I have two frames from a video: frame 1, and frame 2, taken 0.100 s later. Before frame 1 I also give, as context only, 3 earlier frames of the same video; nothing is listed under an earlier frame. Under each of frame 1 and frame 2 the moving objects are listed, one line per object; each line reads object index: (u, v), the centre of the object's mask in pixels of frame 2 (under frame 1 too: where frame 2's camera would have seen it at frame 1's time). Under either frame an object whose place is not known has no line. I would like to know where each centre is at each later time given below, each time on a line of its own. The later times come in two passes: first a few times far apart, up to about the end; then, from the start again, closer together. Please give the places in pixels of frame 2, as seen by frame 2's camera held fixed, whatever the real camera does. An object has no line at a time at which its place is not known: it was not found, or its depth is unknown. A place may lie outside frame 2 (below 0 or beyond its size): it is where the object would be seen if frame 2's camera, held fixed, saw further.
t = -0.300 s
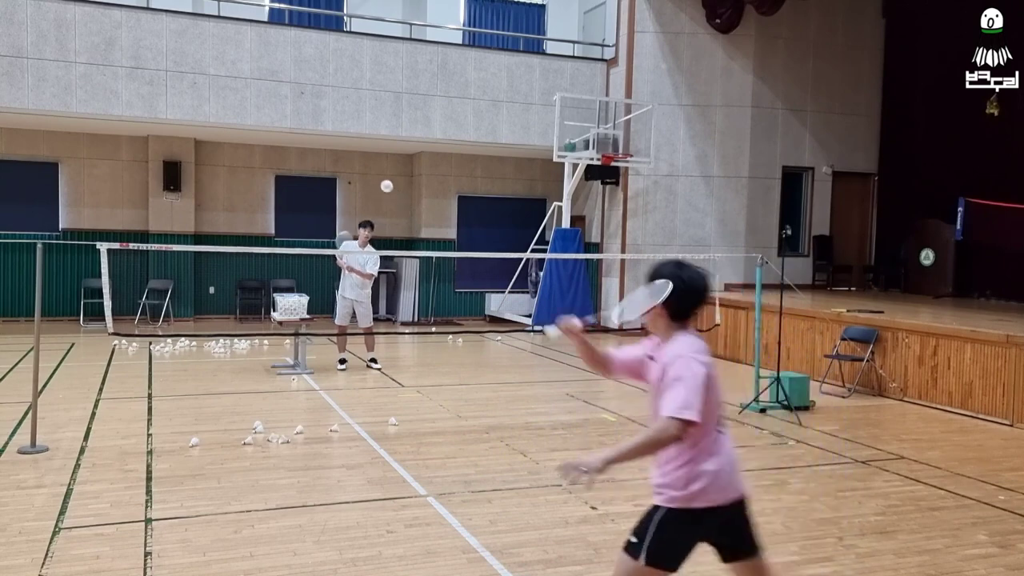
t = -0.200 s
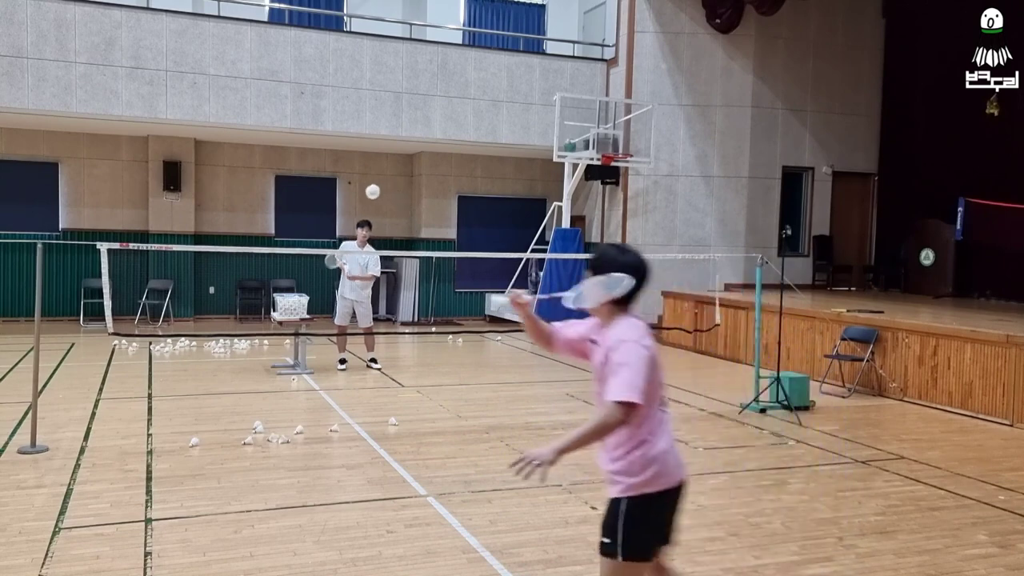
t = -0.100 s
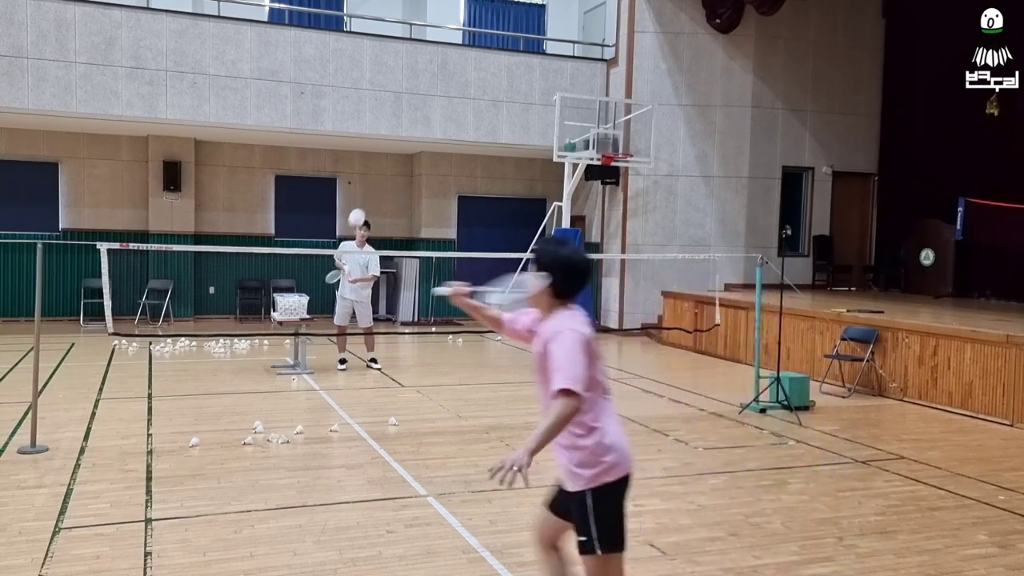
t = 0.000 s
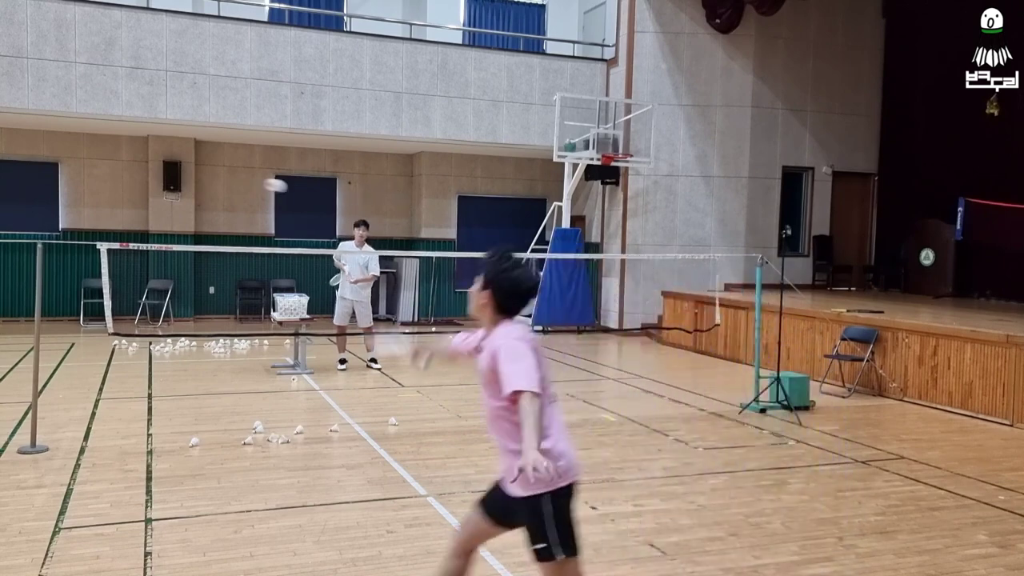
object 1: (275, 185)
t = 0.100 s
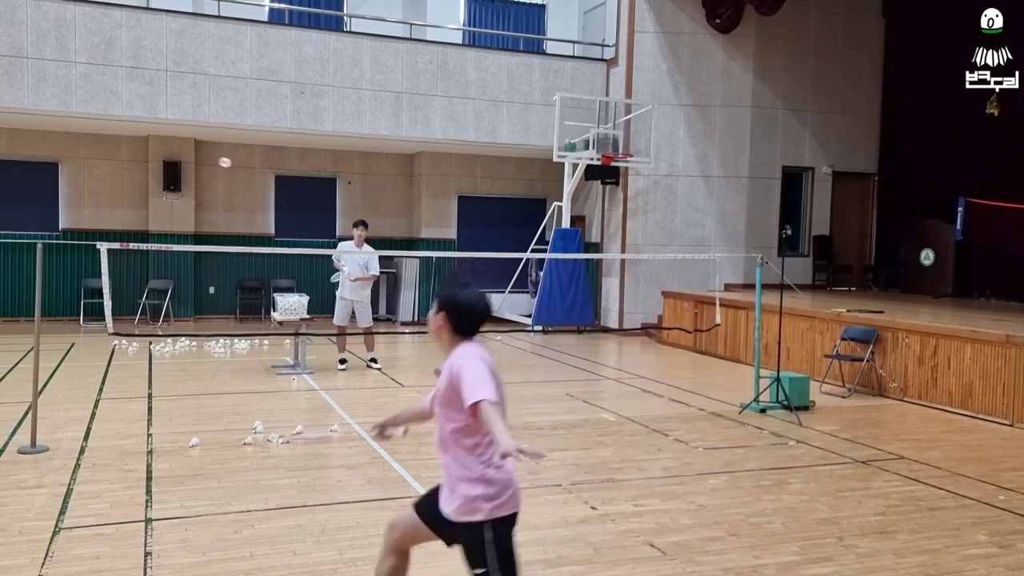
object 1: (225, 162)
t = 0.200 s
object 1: (204, 161)
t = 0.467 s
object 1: (180, 193)
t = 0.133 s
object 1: (216, 160)
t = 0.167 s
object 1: (209, 160)
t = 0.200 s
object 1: (204, 161)
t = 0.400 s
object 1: (184, 181)
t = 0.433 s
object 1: (182, 187)
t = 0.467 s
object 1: (180, 193)
